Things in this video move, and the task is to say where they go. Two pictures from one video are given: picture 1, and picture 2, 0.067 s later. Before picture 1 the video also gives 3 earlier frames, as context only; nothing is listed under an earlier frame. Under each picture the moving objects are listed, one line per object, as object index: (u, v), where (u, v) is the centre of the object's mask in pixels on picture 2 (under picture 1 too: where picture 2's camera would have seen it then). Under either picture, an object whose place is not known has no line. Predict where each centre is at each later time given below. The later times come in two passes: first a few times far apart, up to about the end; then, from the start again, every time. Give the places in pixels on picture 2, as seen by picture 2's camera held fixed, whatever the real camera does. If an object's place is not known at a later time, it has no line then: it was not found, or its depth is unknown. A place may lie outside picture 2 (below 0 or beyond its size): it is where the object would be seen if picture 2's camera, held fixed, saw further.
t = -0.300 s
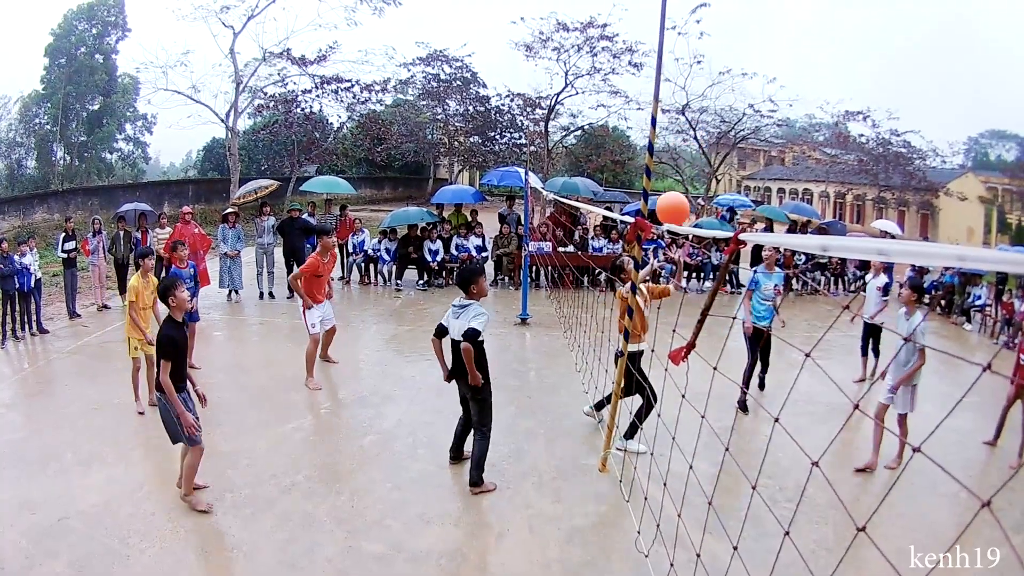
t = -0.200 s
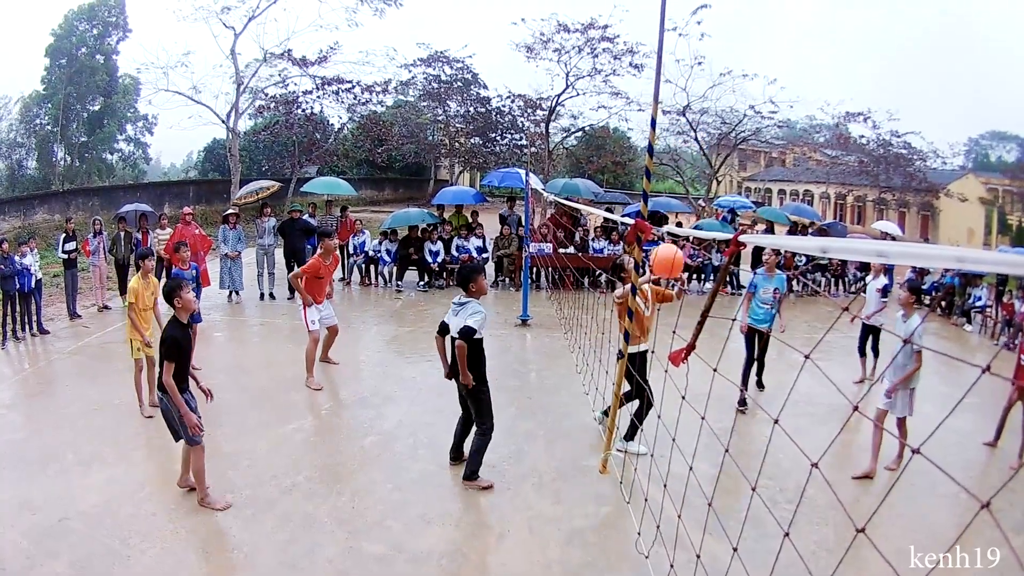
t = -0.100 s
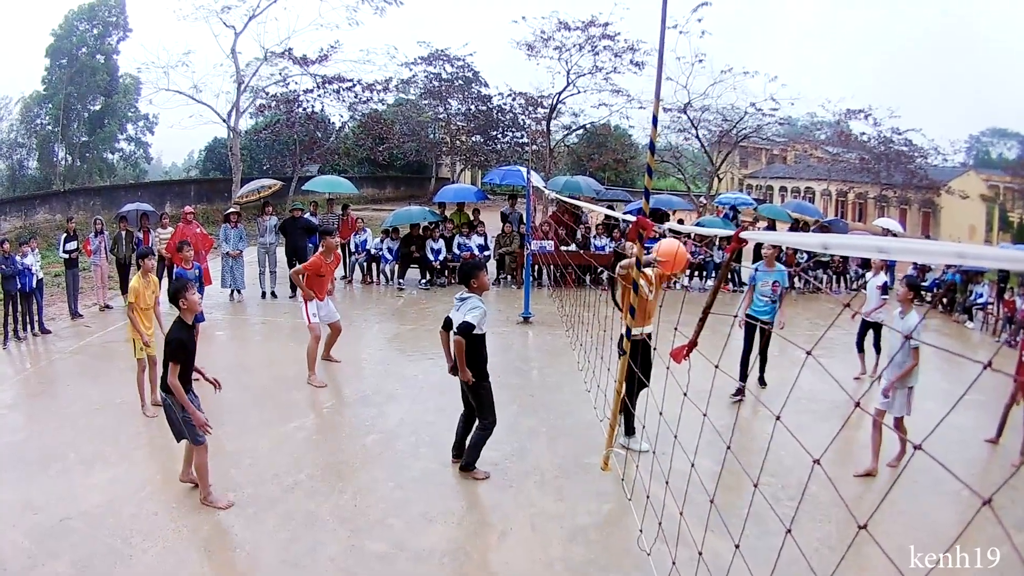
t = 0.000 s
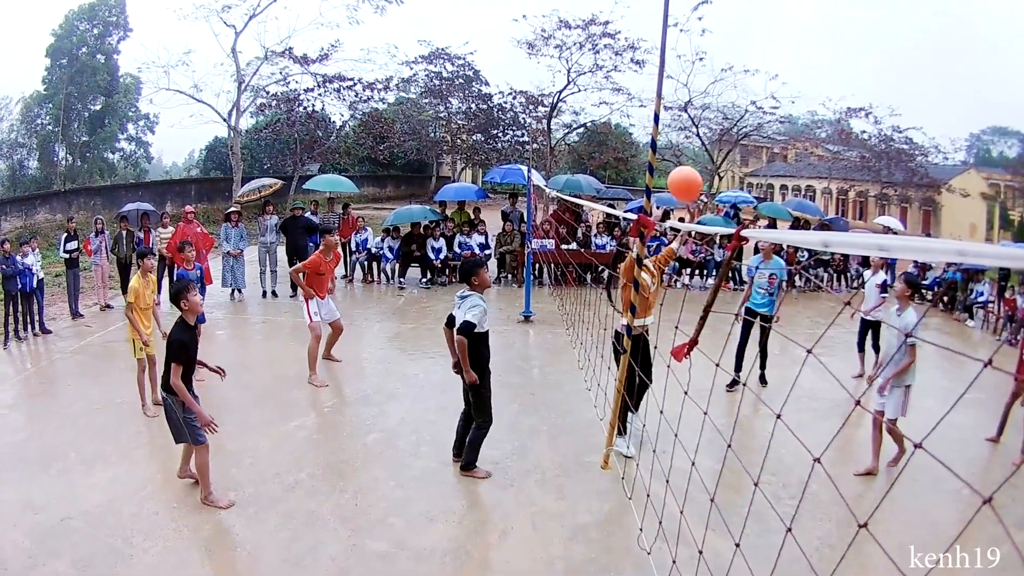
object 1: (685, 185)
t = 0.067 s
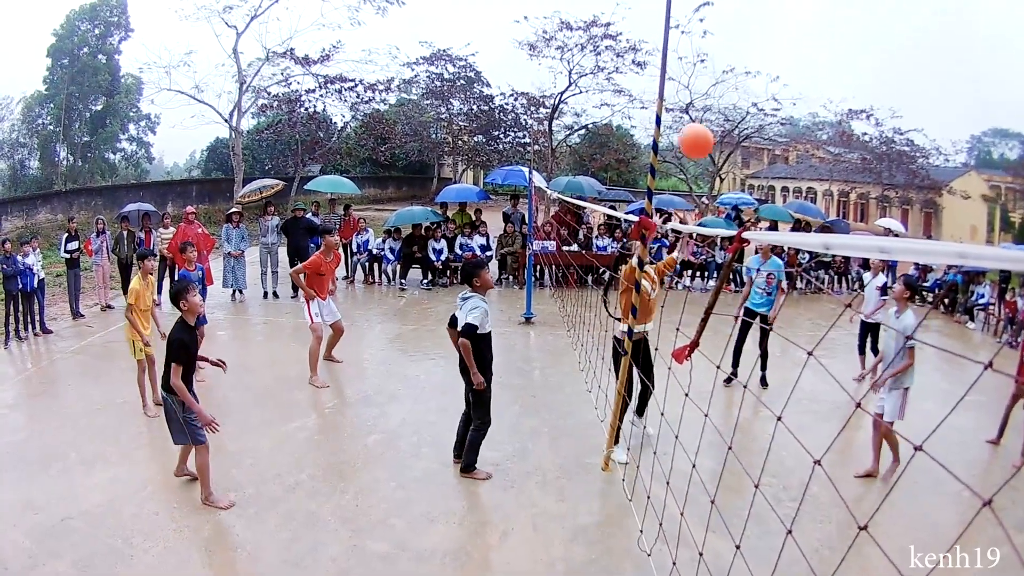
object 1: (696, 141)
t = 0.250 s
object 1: (721, 53)
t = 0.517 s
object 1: (751, 7)
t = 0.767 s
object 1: (784, 42)
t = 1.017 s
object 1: (822, 177)
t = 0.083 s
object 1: (698, 131)
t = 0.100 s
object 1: (700, 121)
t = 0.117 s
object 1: (703, 112)
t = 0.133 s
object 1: (705, 104)
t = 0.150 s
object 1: (707, 94)
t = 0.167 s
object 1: (710, 87)
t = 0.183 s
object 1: (712, 79)
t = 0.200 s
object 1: (714, 72)
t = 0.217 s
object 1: (716, 65)
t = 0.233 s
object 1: (718, 59)
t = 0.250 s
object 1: (721, 53)
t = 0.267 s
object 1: (722, 48)
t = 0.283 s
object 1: (724, 43)
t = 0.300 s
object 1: (726, 38)
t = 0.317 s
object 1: (729, 34)
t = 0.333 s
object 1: (730, 30)
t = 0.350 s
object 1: (732, 26)
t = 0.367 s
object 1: (735, 23)
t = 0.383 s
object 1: (736, 20)
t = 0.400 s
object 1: (738, 17)
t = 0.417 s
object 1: (740, 14)
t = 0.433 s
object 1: (741, 12)
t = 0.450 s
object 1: (743, 10)
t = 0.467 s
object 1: (745, 9)
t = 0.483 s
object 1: (747, 8)
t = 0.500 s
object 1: (749, 8)
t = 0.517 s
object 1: (751, 7)
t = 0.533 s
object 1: (753, 7)
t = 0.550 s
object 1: (754, 7)
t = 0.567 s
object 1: (756, 8)
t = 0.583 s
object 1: (758, 8)
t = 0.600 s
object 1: (760, 9)
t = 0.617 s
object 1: (762, 11)
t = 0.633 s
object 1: (764, 13)
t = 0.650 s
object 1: (767, 15)
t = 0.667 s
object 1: (769, 18)
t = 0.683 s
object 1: (771, 21)
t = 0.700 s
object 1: (774, 25)
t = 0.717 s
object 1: (776, 28)
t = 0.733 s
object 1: (779, 33)
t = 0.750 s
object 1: (781, 37)
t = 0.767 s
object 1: (784, 42)
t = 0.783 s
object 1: (786, 48)
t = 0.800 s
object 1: (789, 54)
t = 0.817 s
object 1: (792, 60)
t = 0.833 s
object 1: (794, 67)
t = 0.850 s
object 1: (797, 75)
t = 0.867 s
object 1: (800, 83)
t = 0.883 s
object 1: (802, 91)
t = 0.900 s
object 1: (805, 100)
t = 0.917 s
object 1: (808, 109)
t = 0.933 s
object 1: (809, 119)
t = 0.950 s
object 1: (812, 130)
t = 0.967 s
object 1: (814, 140)
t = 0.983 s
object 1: (817, 152)
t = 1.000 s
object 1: (819, 163)
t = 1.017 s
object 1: (822, 177)
